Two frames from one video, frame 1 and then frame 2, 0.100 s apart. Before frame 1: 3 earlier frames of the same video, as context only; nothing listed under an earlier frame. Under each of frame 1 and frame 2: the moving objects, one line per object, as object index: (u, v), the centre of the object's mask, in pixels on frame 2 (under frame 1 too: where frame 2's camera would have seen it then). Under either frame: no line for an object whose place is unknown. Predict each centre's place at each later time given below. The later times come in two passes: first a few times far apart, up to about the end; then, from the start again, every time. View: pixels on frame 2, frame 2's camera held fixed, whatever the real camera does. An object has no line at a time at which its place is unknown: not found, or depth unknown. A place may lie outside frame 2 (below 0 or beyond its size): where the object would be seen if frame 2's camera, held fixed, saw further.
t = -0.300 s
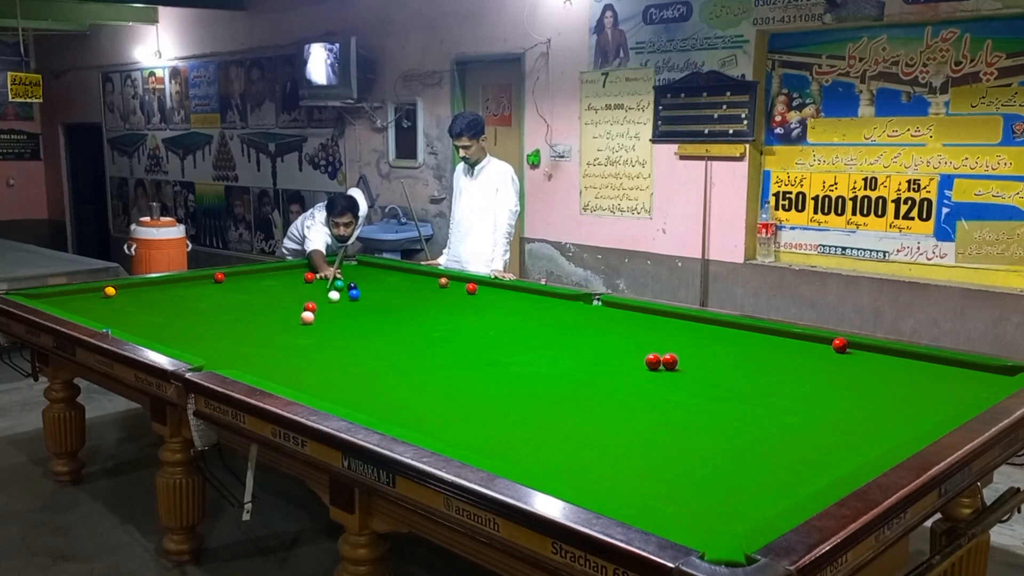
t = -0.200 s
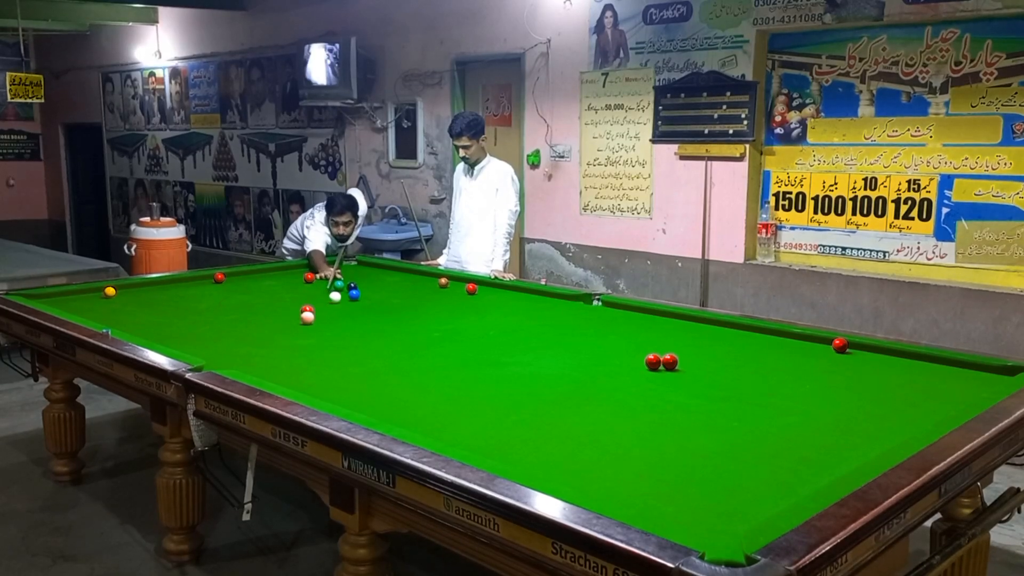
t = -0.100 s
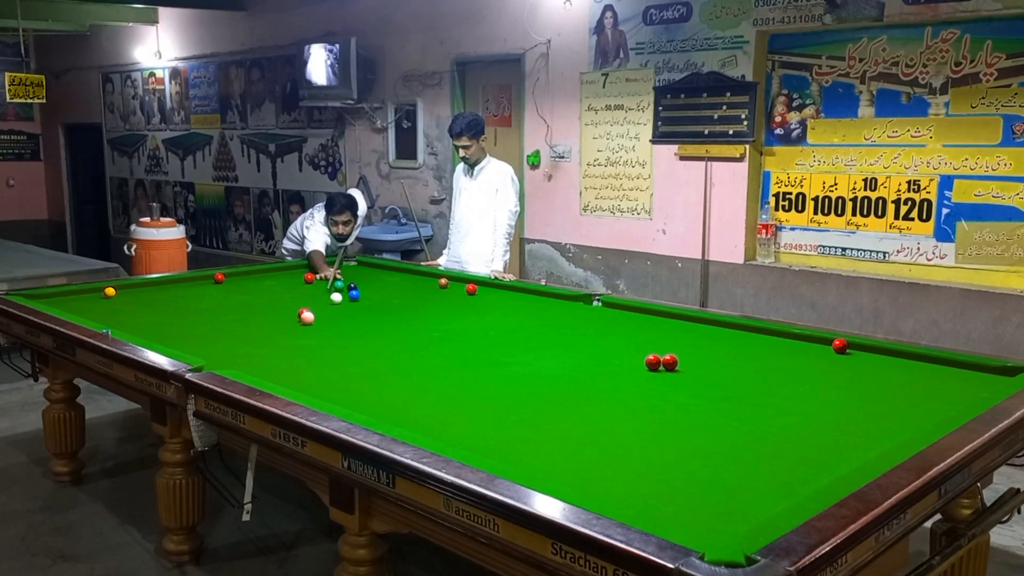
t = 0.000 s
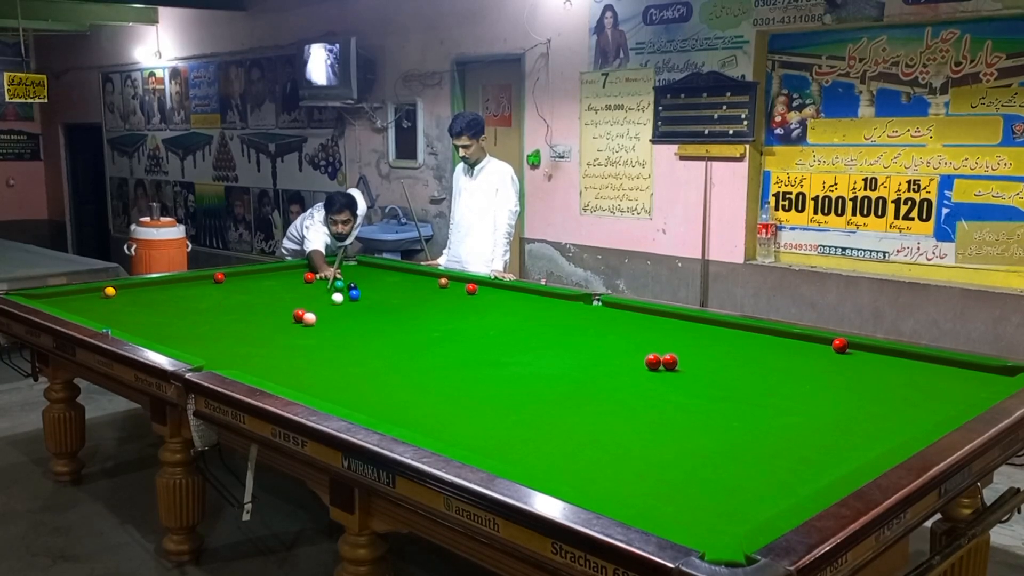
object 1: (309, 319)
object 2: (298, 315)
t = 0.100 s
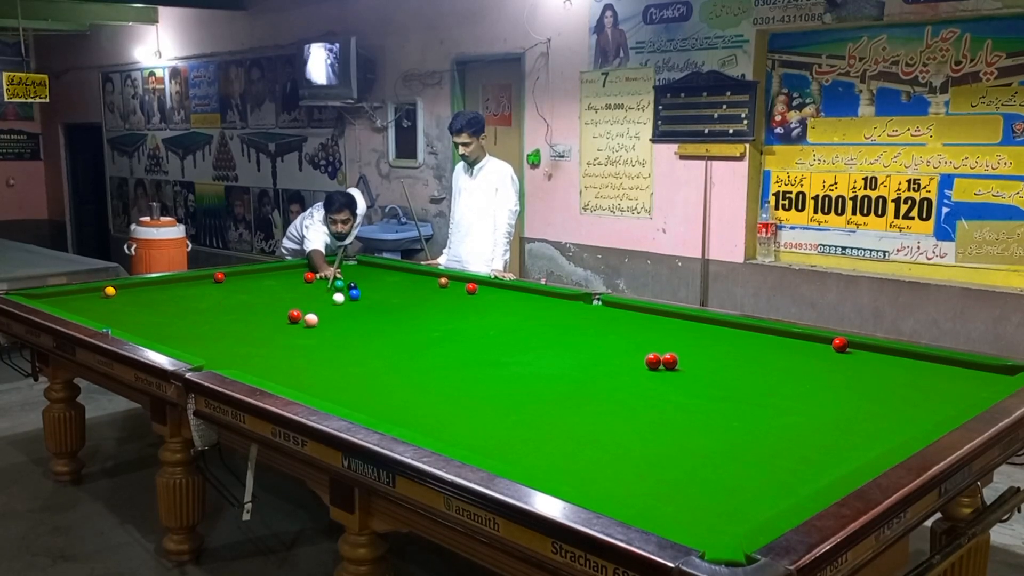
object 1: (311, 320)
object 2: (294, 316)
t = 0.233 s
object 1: (313, 322)
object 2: (288, 318)
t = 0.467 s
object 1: (316, 325)
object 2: (277, 320)
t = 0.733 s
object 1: (320, 329)
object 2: (266, 322)
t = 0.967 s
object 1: (323, 331)
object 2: (257, 323)
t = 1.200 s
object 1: (326, 334)
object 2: (251, 325)
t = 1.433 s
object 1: (329, 336)
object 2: (245, 326)
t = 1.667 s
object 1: (331, 338)
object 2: (241, 327)
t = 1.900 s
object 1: (332, 340)
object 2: (238, 328)
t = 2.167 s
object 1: (333, 341)
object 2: (237, 328)
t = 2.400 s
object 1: (333, 342)
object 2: (238, 328)
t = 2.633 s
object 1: (333, 343)
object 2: (238, 328)
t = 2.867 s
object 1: (333, 343)
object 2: (238, 328)
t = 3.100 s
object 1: (333, 343)
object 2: (238, 328)
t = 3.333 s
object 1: (333, 343)
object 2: (238, 328)
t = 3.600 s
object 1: (333, 343)
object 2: (238, 328)
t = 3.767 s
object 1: (333, 342)
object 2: (238, 328)
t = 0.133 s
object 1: (311, 320)
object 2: (293, 316)
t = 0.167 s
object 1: (312, 321)
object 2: (291, 317)
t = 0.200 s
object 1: (312, 321)
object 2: (289, 317)
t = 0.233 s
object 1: (313, 322)
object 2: (288, 318)
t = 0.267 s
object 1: (313, 322)
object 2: (286, 318)
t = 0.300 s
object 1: (314, 323)
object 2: (285, 318)
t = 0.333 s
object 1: (314, 323)
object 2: (283, 318)
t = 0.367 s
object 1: (315, 324)
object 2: (282, 319)
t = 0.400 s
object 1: (315, 324)
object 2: (280, 319)
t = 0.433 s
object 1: (316, 325)
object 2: (279, 319)
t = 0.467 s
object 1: (316, 325)
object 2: (277, 320)
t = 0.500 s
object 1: (317, 325)
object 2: (276, 320)
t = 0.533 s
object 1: (317, 326)
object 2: (274, 320)
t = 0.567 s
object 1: (318, 326)
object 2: (273, 321)
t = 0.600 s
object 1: (319, 327)
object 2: (271, 321)
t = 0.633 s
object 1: (319, 327)
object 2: (270, 321)
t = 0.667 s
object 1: (320, 328)
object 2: (269, 321)
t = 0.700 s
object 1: (320, 328)
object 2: (267, 322)
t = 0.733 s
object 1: (320, 329)
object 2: (266, 322)
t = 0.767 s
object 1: (321, 329)
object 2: (265, 322)
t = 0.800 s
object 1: (321, 330)
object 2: (263, 323)
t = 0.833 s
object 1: (322, 330)
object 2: (262, 323)
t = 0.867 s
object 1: (322, 330)
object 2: (261, 323)
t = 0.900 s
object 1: (322, 331)
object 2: (260, 323)
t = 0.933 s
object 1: (323, 331)
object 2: (259, 323)
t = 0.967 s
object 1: (323, 331)
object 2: (257, 323)
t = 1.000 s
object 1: (323, 332)
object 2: (256, 324)
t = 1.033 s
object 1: (324, 332)
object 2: (255, 324)
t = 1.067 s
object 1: (324, 333)
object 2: (254, 324)
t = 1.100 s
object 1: (325, 333)
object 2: (253, 324)
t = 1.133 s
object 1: (325, 333)
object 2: (252, 325)
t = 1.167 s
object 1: (326, 334)
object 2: (252, 325)
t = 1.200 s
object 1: (326, 334)
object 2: (251, 325)
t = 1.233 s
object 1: (326, 334)
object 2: (250, 325)
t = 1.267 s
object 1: (327, 335)
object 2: (249, 325)
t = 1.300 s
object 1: (327, 335)
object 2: (248, 325)
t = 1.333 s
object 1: (327, 335)
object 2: (247, 326)
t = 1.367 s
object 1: (328, 336)
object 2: (246, 326)
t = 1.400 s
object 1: (328, 336)
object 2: (246, 326)
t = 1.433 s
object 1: (329, 336)
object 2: (245, 326)
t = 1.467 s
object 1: (329, 337)
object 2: (244, 326)
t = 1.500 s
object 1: (329, 337)
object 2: (244, 327)
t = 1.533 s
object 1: (330, 337)
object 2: (243, 327)
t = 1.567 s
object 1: (330, 337)
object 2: (243, 327)
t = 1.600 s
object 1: (330, 338)
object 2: (242, 327)
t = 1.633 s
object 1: (330, 338)
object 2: (241, 327)
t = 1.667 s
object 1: (331, 338)
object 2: (241, 327)
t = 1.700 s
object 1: (331, 339)
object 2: (240, 327)
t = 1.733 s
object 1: (331, 339)
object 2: (240, 327)
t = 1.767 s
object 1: (331, 339)
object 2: (240, 327)
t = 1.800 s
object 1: (331, 339)
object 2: (239, 327)
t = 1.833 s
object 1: (331, 339)
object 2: (239, 327)
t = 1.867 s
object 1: (332, 340)
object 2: (239, 327)
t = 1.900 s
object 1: (332, 340)
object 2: (238, 328)
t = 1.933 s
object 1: (332, 340)
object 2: (238, 328)
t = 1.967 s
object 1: (332, 340)
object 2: (238, 328)
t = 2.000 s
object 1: (332, 341)
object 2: (238, 328)
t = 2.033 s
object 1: (332, 341)
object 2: (238, 328)
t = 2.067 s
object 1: (332, 341)
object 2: (238, 328)
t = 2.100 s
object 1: (333, 341)
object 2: (238, 328)
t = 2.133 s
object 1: (333, 341)
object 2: (237, 328)
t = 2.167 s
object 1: (333, 341)
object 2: (237, 328)
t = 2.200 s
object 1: (333, 342)
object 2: (237, 328)
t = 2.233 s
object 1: (333, 342)
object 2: (237, 328)
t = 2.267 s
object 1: (333, 342)
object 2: (237, 328)
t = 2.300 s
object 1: (333, 342)
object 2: (237, 328)
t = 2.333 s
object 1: (333, 342)
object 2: (237, 328)
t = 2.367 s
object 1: (333, 342)
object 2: (237, 328)
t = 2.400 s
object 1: (333, 342)
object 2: (238, 328)
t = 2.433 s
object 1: (333, 342)
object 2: (238, 328)
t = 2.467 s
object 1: (333, 343)
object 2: (238, 328)
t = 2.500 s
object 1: (333, 343)
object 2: (238, 328)
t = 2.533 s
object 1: (333, 343)
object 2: (238, 328)
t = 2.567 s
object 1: (333, 343)
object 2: (238, 328)
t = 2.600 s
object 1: (333, 343)
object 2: (238, 328)
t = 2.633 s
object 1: (333, 343)
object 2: (238, 328)
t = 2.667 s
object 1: (333, 343)
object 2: (238, 328)
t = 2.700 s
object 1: (333, 343)
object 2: (238, 328)
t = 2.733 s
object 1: (333, 343)
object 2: (238, 328)
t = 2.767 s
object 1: (333, 343)
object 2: (238, 328)
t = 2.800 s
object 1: (333, 343)
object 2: (238, 328)
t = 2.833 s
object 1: (333, 343)
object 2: (238, 328)
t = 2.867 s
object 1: (333, 343)
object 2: (238, 328)
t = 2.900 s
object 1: (333, 343)
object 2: (238, 328)
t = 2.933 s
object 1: (333, 343)
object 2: (238, 328)
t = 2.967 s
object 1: (333, 343)
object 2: (238, 328)
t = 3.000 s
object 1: (333, 343)
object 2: (238, 328)
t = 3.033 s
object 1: (333, 343)
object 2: (238, 328)
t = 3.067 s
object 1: (333, 343)
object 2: (238, 328)
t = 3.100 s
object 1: (333, 343)
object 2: (238, 328)
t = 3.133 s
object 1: (333, 343)
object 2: (238, 328)
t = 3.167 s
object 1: (333, 343)
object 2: (238, 328)
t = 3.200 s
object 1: (333, 343)
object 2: (238, 328)
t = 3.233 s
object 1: (333, 343)
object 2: (238, 328)
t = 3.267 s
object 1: (333, 343)
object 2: (238, 328)
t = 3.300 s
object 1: (333, 343)
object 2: (238, 328)
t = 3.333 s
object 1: (333, 343)
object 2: (238, 328)
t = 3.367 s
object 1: (333, 343)
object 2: (238, 328)
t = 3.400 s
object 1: (333, 343)
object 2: (238, 328)
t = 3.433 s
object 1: (333, 342)
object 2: (238, 328)
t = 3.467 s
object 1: (333, 343)
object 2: (238, 328)
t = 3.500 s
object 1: (333, 343)
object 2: (238, 328)
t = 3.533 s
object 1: (333, 343)
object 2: (238, 328)
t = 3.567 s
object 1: (333, 343)
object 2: (238, 328)
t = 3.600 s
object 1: (333, 343)
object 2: (238, 328)
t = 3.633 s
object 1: (333, 342)
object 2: (238, 328)
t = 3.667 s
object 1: (333, 342)
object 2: (238, 328)
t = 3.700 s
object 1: (333, 342)
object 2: (238, 328)
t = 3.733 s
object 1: (333, 342)
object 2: (238, 328)
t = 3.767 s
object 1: (333, 342)
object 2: (238, 328)
